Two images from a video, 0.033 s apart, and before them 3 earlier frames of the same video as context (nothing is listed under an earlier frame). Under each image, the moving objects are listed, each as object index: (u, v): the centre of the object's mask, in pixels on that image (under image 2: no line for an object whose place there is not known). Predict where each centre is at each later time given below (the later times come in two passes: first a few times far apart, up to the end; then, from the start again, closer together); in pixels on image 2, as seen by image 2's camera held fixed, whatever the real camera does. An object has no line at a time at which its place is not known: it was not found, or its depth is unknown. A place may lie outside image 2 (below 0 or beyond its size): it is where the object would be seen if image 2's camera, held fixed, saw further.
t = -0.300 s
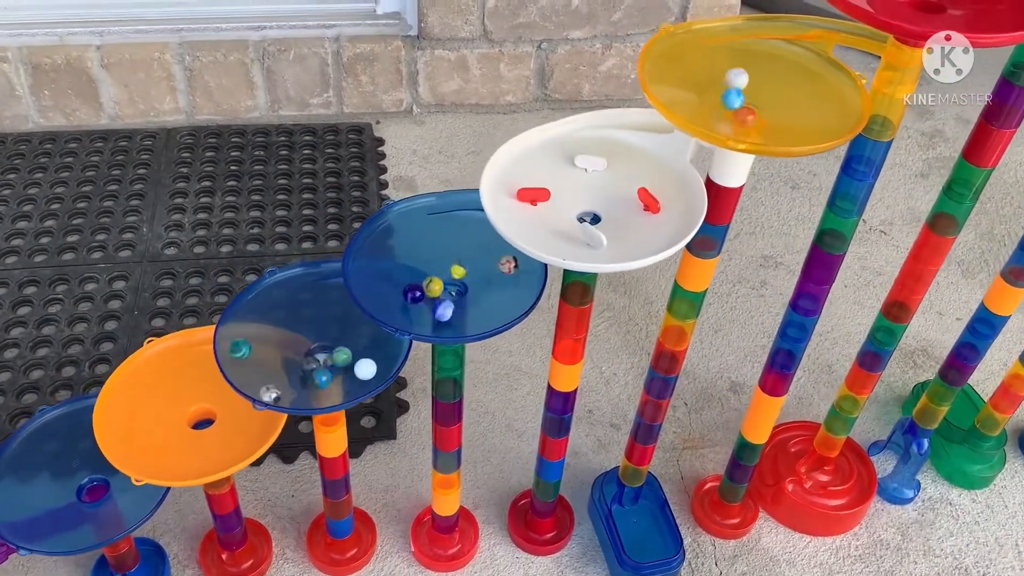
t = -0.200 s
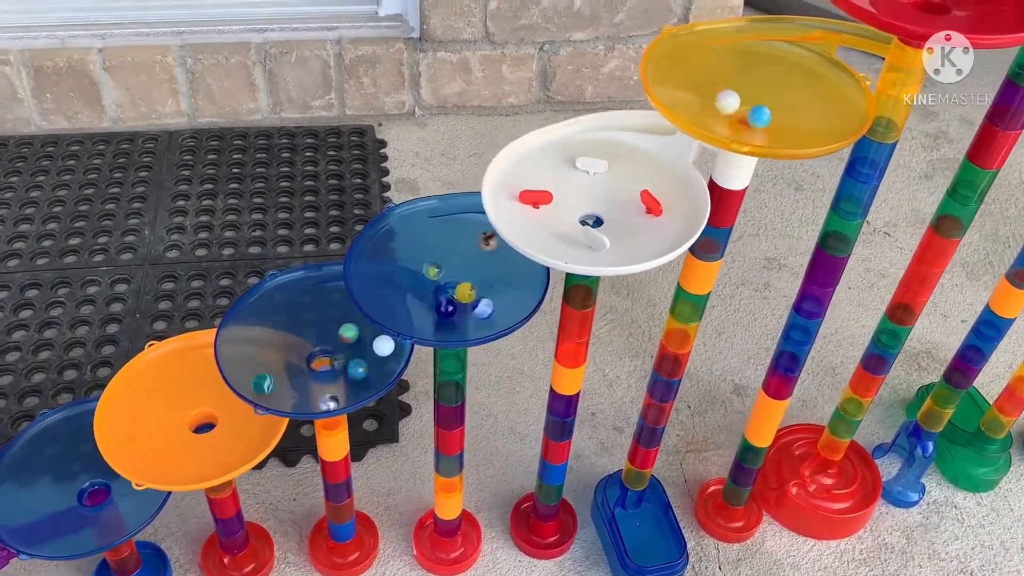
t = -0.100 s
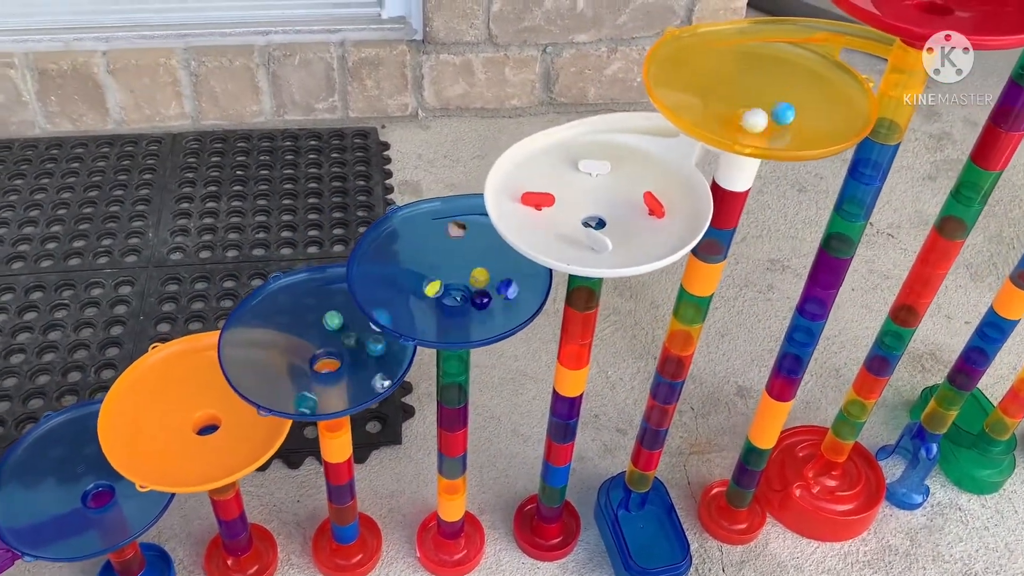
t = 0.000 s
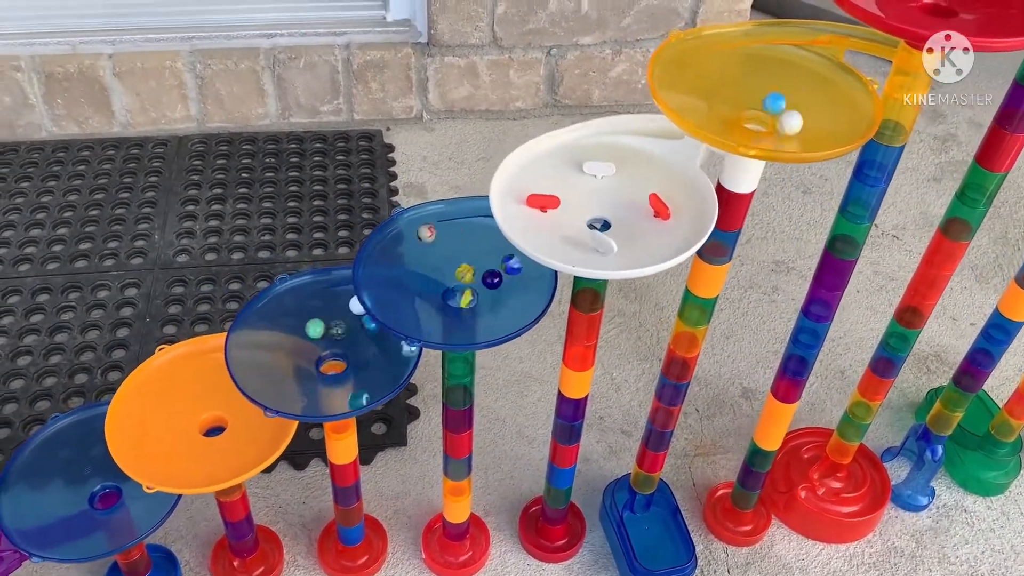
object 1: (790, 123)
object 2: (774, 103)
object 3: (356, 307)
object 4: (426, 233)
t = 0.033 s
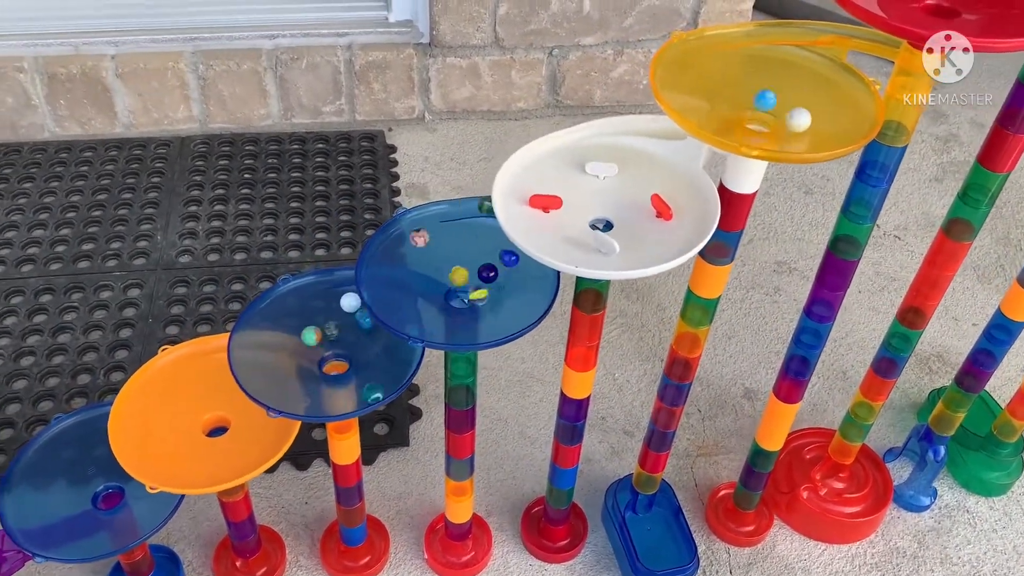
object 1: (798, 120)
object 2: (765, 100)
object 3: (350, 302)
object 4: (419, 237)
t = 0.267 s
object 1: (751, 82)
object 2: (761, 119)
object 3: (276, 325)
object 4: (404, 292)
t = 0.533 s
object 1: (759, 119)
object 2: (752, 99)
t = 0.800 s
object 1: (795, 91)
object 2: (762, 103)
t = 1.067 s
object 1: (733, 109)
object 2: (758, 127)
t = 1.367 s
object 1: (785, 92)
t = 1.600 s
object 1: (743, 98)
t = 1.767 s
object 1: (787, 123)
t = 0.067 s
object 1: (801, 115)
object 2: (754, 100)
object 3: (339, 301)
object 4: (411, 243)
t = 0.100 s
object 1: (799, 109)
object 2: (745, 100)
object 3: (326, 302)
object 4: (404, 249)
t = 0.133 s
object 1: (794, 102)
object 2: (740, 102)
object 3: (314, 304)
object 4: (399, 257)
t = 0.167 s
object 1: (785, 95)
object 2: (739, 106)
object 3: (302, 307)
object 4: (396, 265)
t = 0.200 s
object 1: (775, 88)
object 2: (743, 111)
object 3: (292, 312)
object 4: (396, 274)
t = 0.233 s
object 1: (763, 84)
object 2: (751, 115)
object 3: (283, 318)
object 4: (398, 283)
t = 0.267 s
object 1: (751, 82)
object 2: (761, 119)
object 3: (276, 325)
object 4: (404, 292)
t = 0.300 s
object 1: (742, 81)
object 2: (772, 119)
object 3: (271, 333)
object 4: (411, 300)
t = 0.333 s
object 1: (734, 83)
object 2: (778, 113)
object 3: (268, 342)
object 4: (422, 307)
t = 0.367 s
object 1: (729, 86)
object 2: (778, 106)
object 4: (435, 313)
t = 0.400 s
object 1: (727, 92)
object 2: (774, 99)
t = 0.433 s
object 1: (730, 98)
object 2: (769, 95)
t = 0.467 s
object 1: (735, 107)
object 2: (763, 94)
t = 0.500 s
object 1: (746, 114)
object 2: (757, 94)
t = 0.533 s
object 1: (759, 119)
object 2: (752, 99)
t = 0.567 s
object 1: (774, 121)
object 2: (749, 105)
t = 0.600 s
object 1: (788, 119)
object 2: (752, 114)
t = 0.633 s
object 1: (799, 116)
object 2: (762, 120)
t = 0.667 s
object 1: (805, 110)
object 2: (774, 117)
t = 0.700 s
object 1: (808, 105)
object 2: (778, 112)
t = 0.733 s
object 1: (806, 99)
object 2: (776, 106)
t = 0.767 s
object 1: (802, 95)
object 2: (770, 103)
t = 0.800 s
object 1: (795, 91)
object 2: (762, 103)
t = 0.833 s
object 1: (786, 89)
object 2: (755, 107)
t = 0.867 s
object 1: (774, 89)
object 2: (754, 116)
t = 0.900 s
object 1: (762, 90)
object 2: (764, 121)
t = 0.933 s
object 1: (750, 93)
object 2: (765, 116)
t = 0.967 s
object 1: (740, 97)
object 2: (755, 119)
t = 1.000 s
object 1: (734, 100)
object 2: (761, 125)
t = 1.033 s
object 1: (732, 104)
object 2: (758, 126)
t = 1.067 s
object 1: (733, 109)
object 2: (758, 127)
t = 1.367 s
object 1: (785, 92)
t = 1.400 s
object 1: (780, 86)
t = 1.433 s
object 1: (773, 82)
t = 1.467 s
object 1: (765, 80)
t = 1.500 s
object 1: (758, 81)
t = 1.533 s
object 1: (751, 83)
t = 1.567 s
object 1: (746, 89)
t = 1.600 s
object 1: (743, 98)
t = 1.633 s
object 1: (745, 107)
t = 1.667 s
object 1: (753, 116)
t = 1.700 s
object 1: (765, 120)
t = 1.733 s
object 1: (777, 122)
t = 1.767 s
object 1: (787, 123)
